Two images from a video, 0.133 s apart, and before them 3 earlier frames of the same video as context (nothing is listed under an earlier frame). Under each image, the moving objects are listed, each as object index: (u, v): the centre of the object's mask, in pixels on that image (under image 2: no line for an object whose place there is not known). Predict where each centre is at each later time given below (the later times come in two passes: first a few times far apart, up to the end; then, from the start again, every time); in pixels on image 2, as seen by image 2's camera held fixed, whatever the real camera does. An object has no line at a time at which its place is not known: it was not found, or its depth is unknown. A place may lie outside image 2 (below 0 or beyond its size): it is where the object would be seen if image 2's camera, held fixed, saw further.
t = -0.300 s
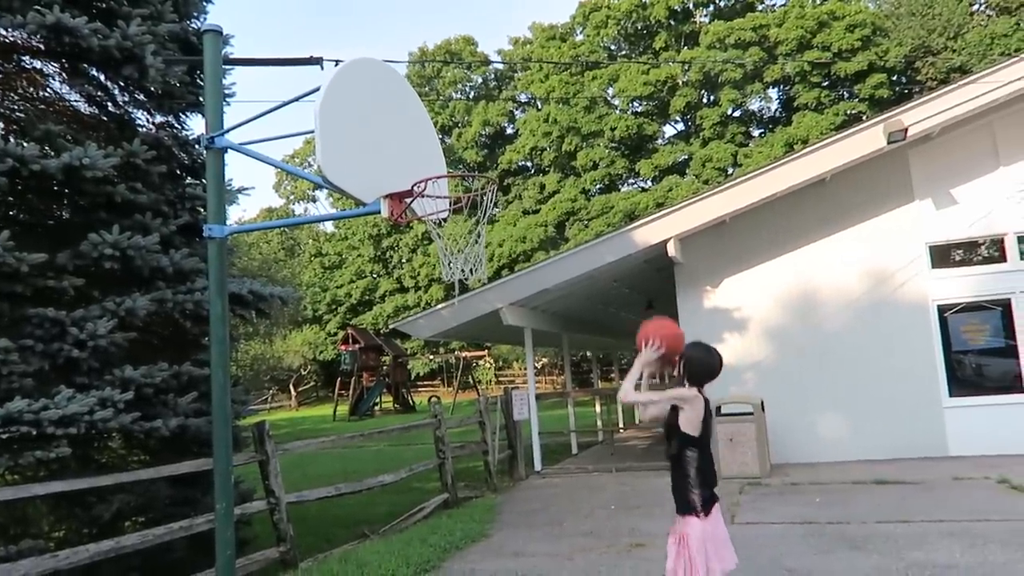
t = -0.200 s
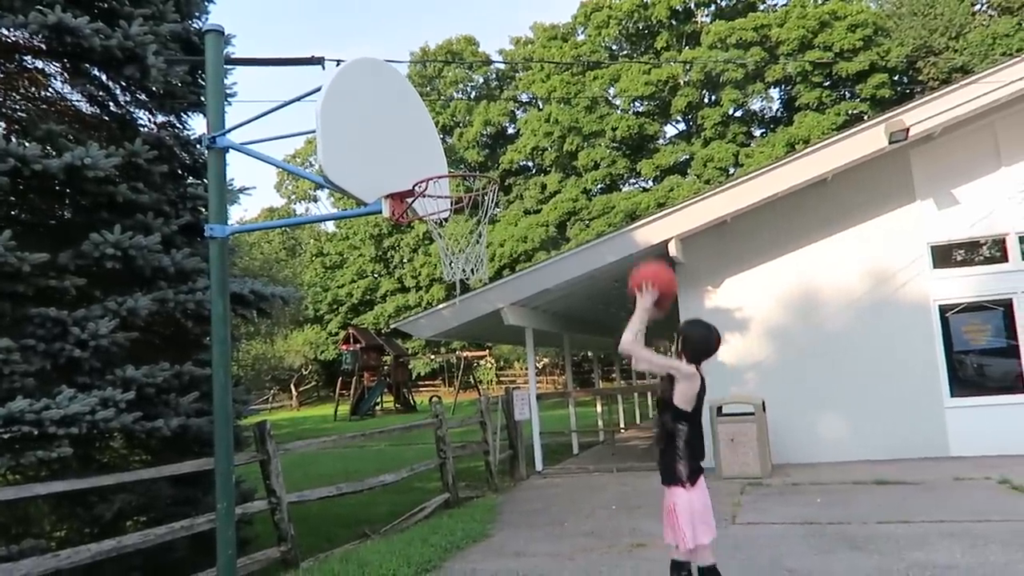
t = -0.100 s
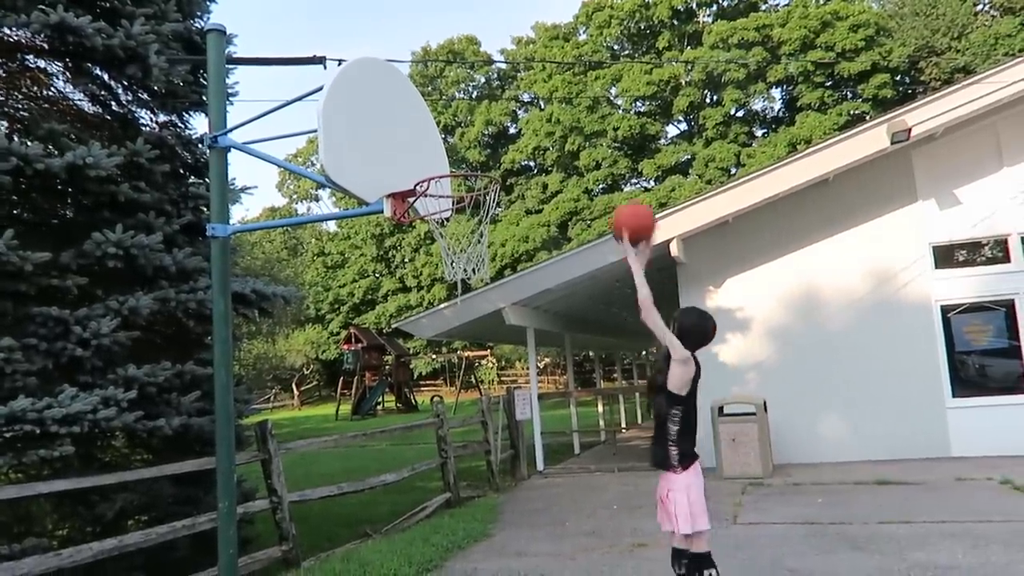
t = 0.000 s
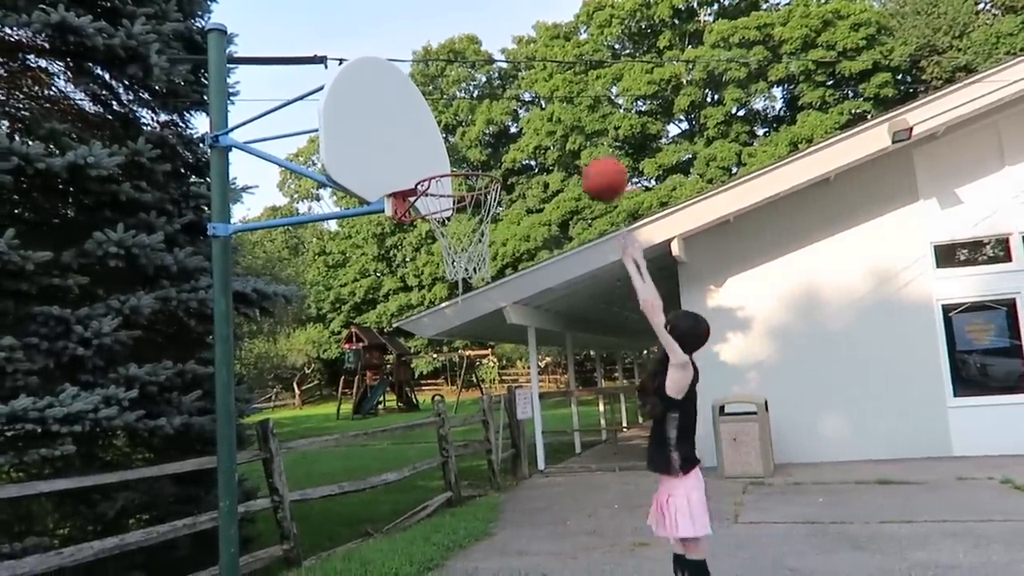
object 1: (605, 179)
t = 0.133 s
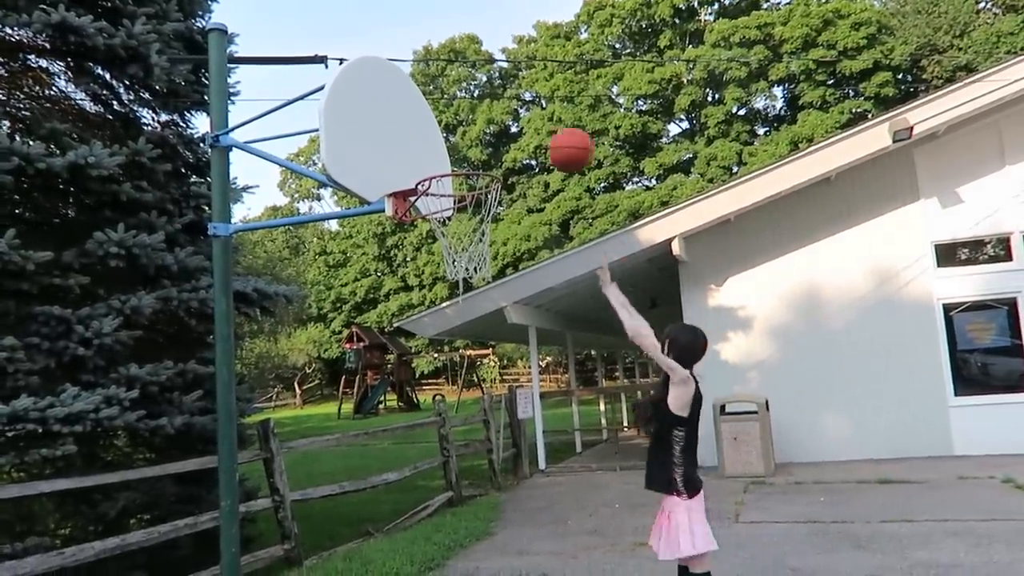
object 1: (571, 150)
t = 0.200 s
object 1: (556, 148)
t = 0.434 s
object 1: (517, 195)
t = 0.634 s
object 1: (527, 301)
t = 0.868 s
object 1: (547, 537)
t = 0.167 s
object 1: (563, 147)
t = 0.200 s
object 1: (556, 148)
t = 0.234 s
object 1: (548, 149)
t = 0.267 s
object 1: (539, 154)
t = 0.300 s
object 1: (532, 158)
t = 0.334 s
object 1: (525, 166)
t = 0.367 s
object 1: (518, 176)
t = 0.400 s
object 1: (517, 185)
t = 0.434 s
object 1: (517, 195)
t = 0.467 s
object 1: (519, 207)
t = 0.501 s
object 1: (520, 222)
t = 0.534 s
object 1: (521, 239)
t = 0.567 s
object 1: (523, 257)
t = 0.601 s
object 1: (525, 278)
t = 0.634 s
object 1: (527, 301)
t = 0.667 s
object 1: (529, 326)
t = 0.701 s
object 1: (531, 354)
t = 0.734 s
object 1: (533, 386)
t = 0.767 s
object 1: (535, 420)
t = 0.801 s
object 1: (540, 457)
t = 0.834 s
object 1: (543, 495)
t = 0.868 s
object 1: (547, 537)
